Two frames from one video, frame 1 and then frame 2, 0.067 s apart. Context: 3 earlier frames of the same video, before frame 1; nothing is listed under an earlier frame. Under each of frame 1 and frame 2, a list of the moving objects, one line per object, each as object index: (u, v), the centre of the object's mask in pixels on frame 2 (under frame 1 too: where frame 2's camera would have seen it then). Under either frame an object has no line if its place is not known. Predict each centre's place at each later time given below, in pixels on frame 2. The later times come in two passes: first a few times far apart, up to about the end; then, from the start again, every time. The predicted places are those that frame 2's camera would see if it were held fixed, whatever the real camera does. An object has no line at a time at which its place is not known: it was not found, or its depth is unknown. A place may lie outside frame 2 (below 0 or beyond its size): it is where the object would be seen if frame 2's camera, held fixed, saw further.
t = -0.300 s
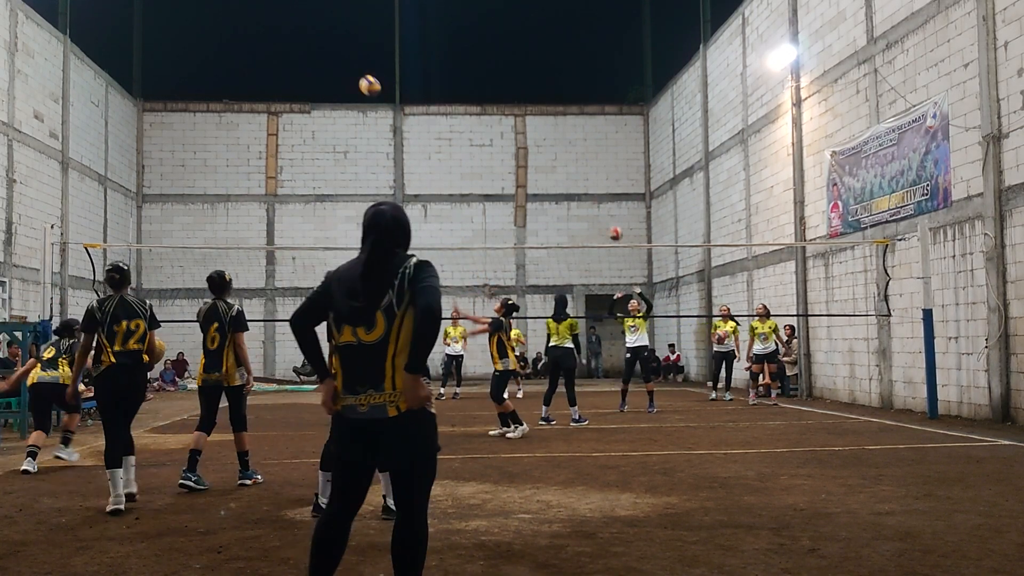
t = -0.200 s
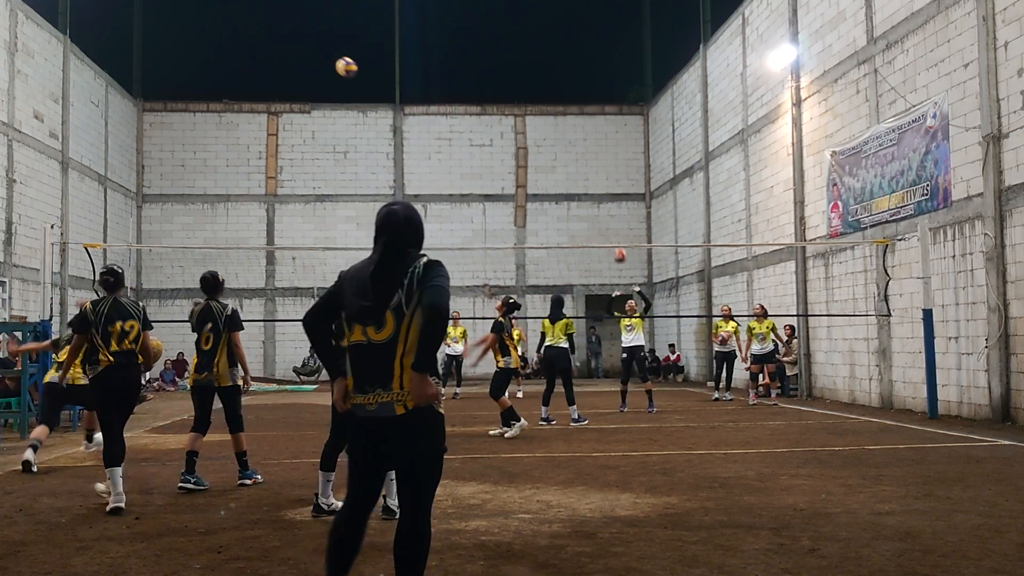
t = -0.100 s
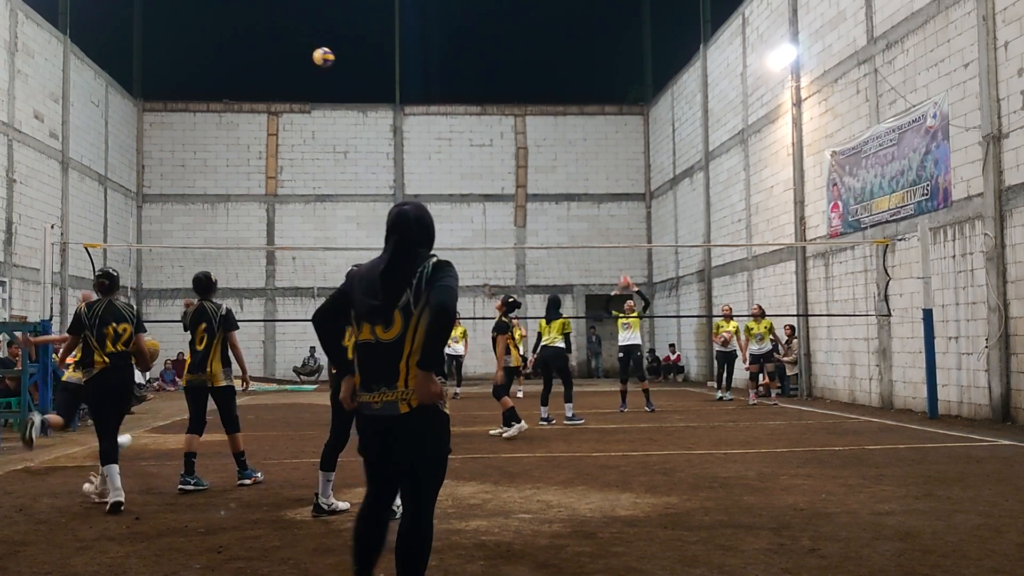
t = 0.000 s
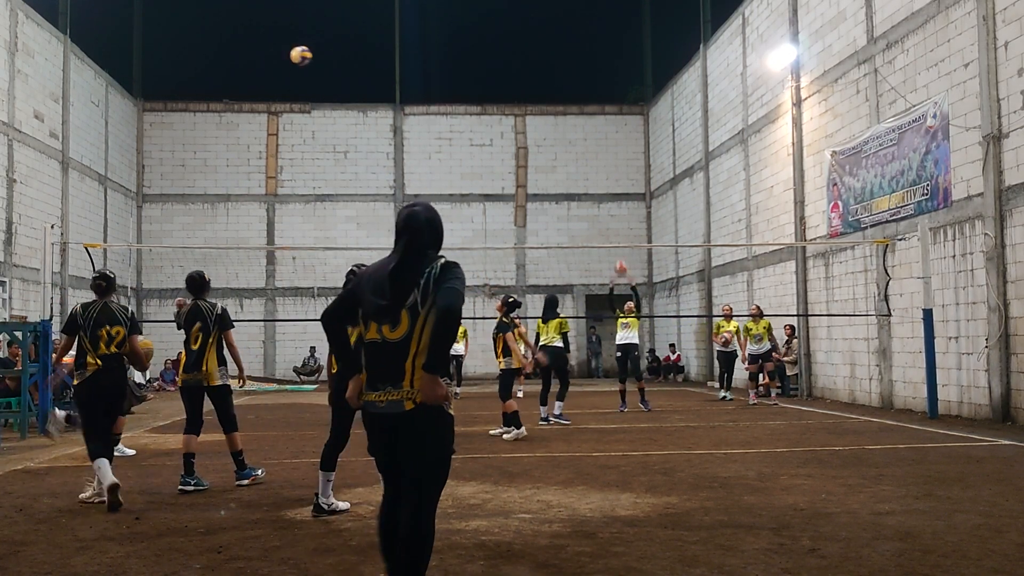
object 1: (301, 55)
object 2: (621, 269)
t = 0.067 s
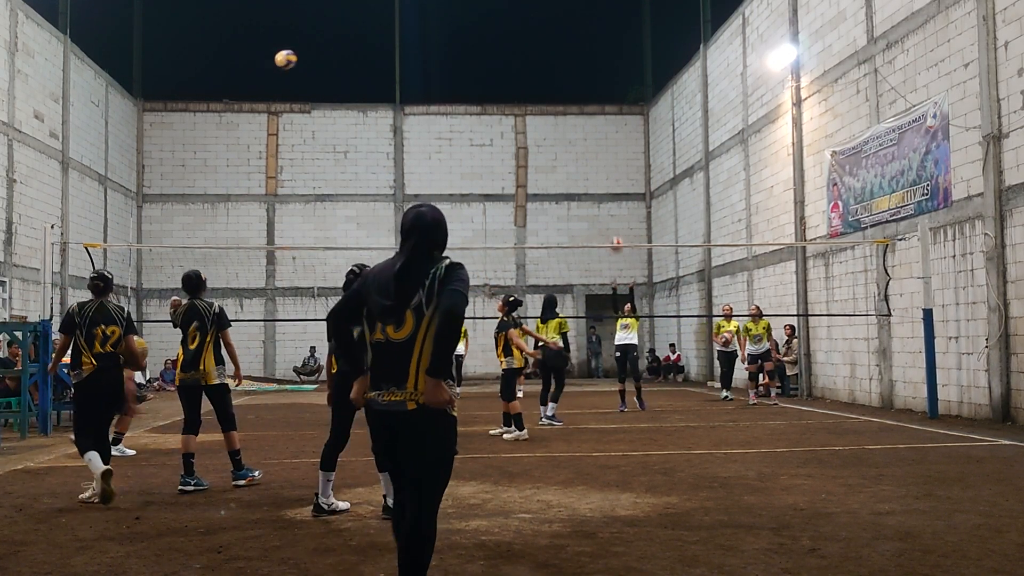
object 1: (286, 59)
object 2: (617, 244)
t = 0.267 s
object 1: (242, 92)
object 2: (603, 191)
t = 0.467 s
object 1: (198, 161)
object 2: (590, 163)
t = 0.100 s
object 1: (279, 62)
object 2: (614, 234)
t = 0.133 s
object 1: (271, 67)
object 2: (613, 224)
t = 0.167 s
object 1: (263, 72)
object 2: (610, 215)
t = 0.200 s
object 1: (256, 78)
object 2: (607, 206)
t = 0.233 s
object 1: (249, 85)
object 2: (605, 198)
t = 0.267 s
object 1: (242, 92)
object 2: (603, 191)
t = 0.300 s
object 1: (234, 101)
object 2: (601, 184)
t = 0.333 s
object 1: (228, 111)
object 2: (599, 179)
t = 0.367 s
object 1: (220, 122)
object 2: (597, 174)
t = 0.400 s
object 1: (213, 134)
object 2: (595, 169)
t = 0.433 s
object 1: (206, 147)
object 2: (592, 166)
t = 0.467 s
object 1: (198, 161)
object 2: (590, 163)
